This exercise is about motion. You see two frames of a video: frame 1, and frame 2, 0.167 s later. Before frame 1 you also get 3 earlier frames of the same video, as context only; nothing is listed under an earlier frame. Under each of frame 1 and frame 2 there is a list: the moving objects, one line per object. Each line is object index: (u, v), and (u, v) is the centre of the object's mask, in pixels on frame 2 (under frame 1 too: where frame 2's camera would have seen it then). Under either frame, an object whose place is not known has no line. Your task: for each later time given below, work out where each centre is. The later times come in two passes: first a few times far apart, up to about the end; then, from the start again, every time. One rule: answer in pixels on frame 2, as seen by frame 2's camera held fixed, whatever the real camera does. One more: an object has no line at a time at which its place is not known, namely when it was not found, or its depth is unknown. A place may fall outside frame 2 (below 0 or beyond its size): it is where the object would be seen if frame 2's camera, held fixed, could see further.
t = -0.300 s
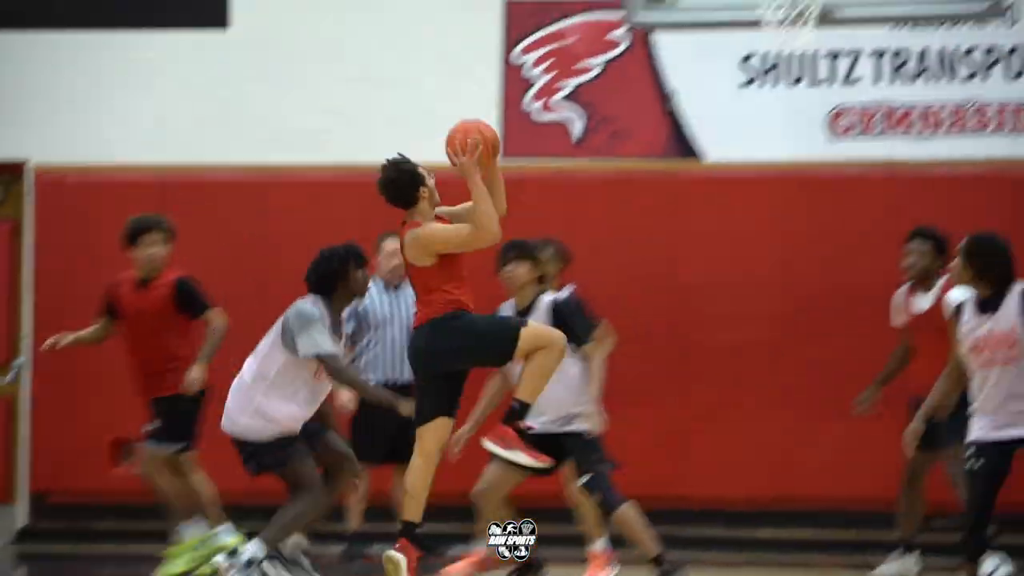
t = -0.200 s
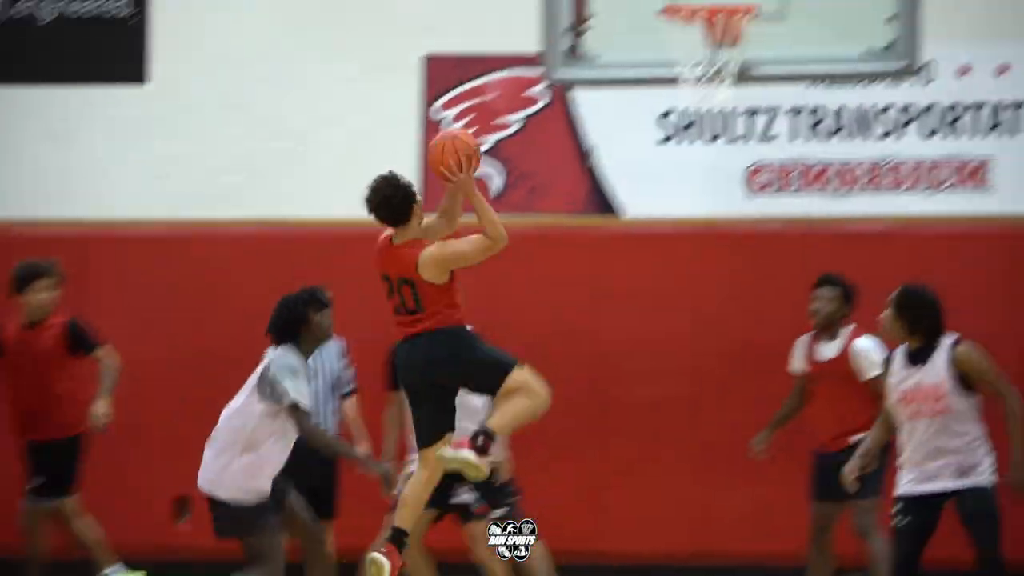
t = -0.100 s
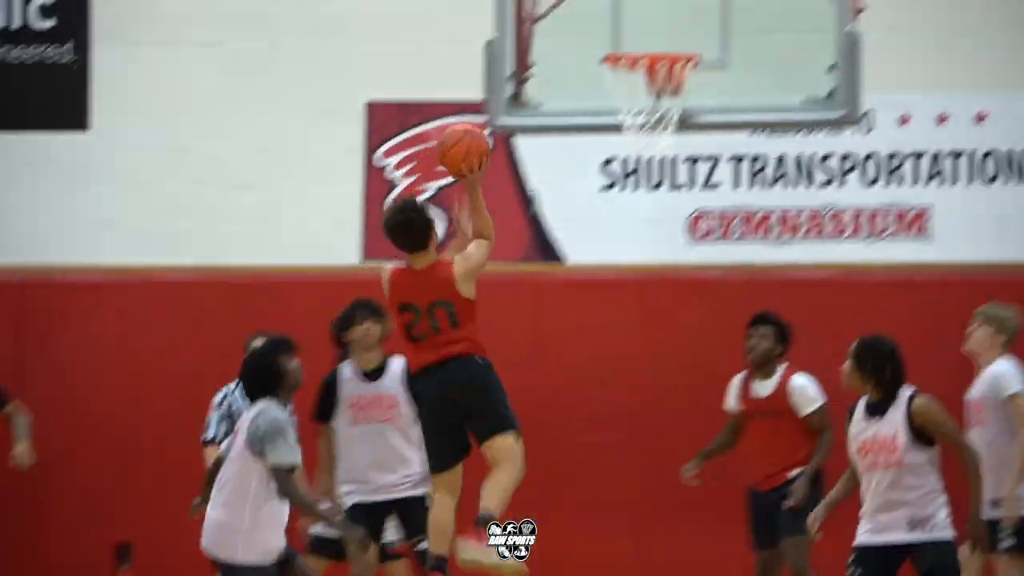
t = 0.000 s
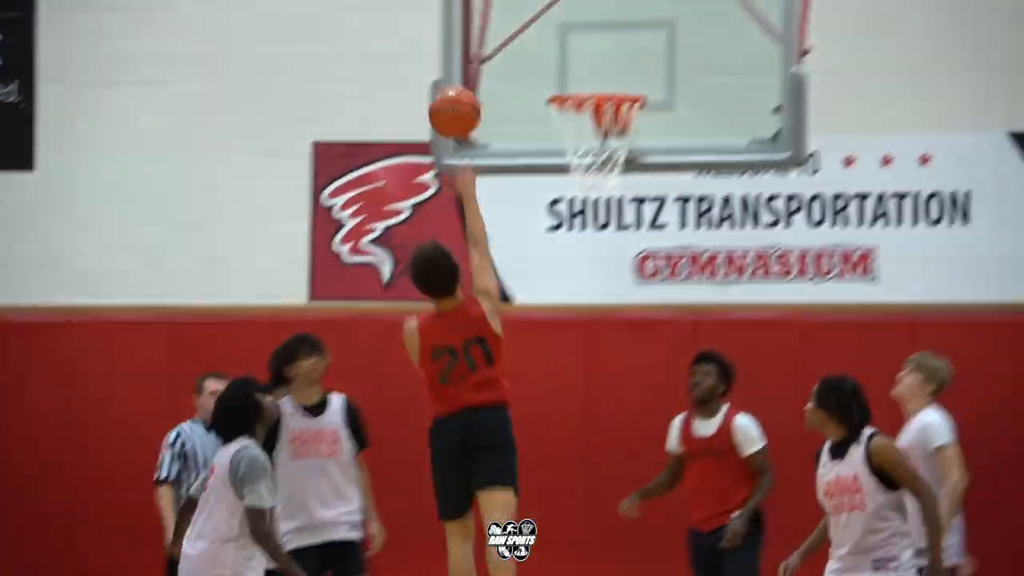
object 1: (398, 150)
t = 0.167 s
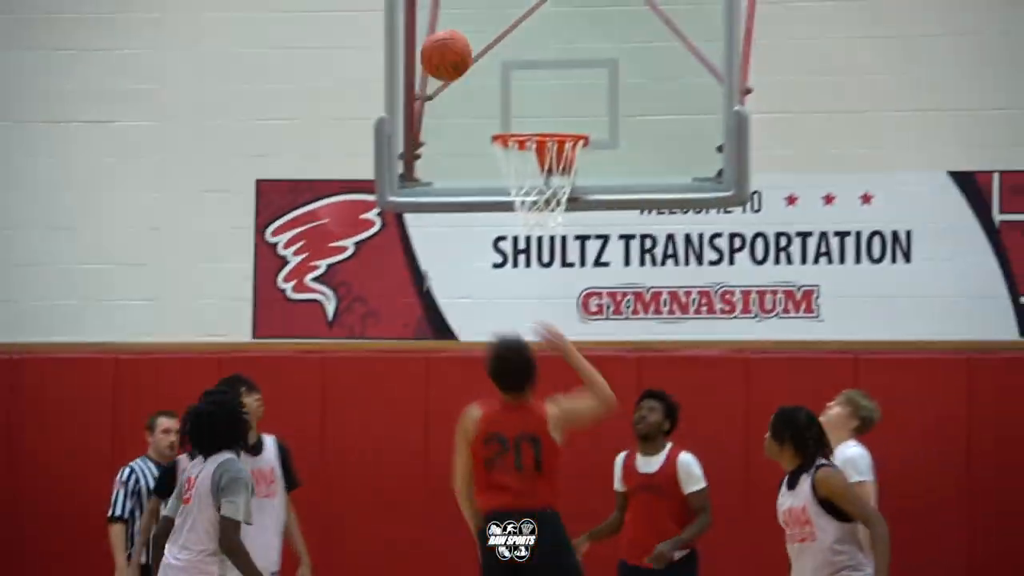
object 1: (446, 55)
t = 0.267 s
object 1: (473, 29)
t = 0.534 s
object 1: (537, 60)
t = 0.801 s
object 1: (547, 78)
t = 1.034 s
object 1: (525, 102)
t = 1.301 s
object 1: (498, 268)
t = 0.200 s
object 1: (455, 44)
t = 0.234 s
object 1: (464, 36)
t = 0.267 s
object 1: (473, 29)
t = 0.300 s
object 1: (481, 25)
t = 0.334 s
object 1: (490, 23)
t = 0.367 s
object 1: (498, 24)
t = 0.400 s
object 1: (506, 26)
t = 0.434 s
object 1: (514, 32)
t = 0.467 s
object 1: (522, 39)
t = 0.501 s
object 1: (530, 48)
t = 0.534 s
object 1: (537, 60)
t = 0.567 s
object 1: (544, 73)
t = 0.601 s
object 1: (551, 89)
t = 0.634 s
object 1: (558, 106)
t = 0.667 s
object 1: (559, 111)
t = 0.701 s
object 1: (556, 101)
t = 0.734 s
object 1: (553, 91)
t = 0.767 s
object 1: (550, 84)
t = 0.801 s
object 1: (547, 78)
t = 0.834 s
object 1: (544, 75)
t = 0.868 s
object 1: (541, 75)
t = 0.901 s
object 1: (538, 75)
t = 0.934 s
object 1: (535, 79)
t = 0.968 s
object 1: (531, 84)
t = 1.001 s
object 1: (528, 92)
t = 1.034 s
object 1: (525, 102)
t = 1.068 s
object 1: (522, 114)
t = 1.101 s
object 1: (518, 129)
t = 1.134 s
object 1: (515, 146)
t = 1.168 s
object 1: (511, 166)
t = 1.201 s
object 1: (508, 187)
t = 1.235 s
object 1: (505, 211)
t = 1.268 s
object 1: (502, 238)
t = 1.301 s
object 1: (498, 268)
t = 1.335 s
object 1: (494, 299)
